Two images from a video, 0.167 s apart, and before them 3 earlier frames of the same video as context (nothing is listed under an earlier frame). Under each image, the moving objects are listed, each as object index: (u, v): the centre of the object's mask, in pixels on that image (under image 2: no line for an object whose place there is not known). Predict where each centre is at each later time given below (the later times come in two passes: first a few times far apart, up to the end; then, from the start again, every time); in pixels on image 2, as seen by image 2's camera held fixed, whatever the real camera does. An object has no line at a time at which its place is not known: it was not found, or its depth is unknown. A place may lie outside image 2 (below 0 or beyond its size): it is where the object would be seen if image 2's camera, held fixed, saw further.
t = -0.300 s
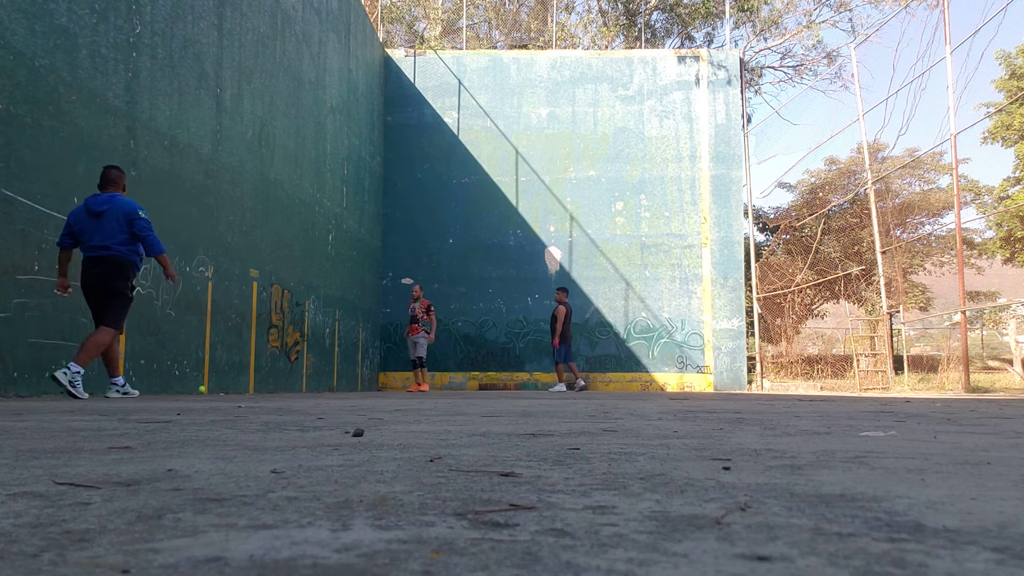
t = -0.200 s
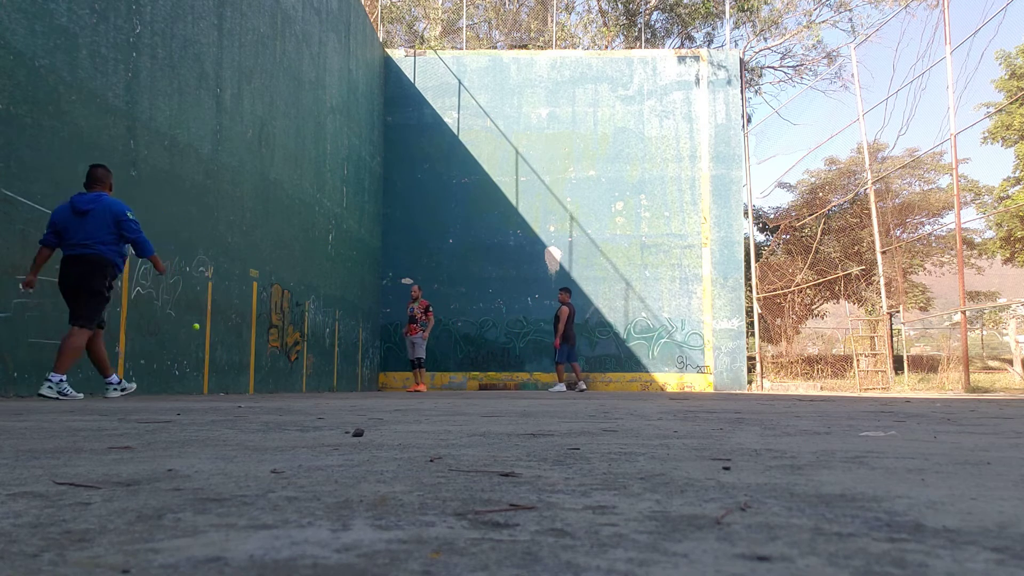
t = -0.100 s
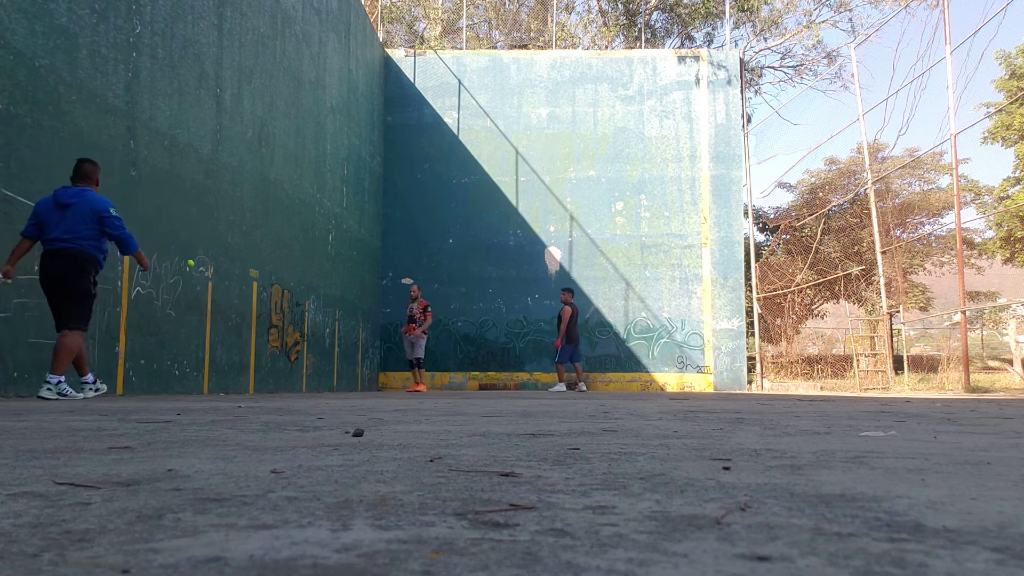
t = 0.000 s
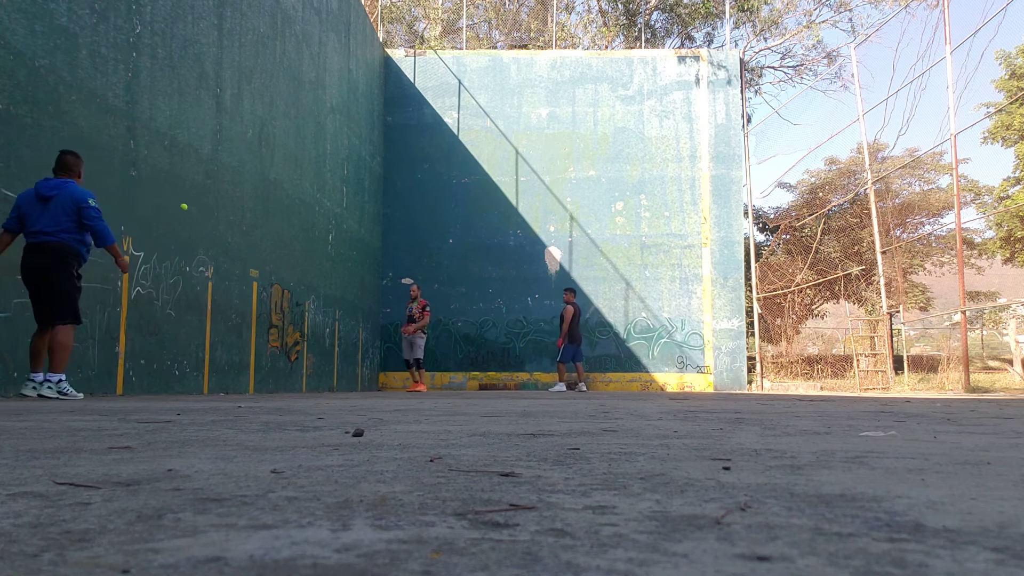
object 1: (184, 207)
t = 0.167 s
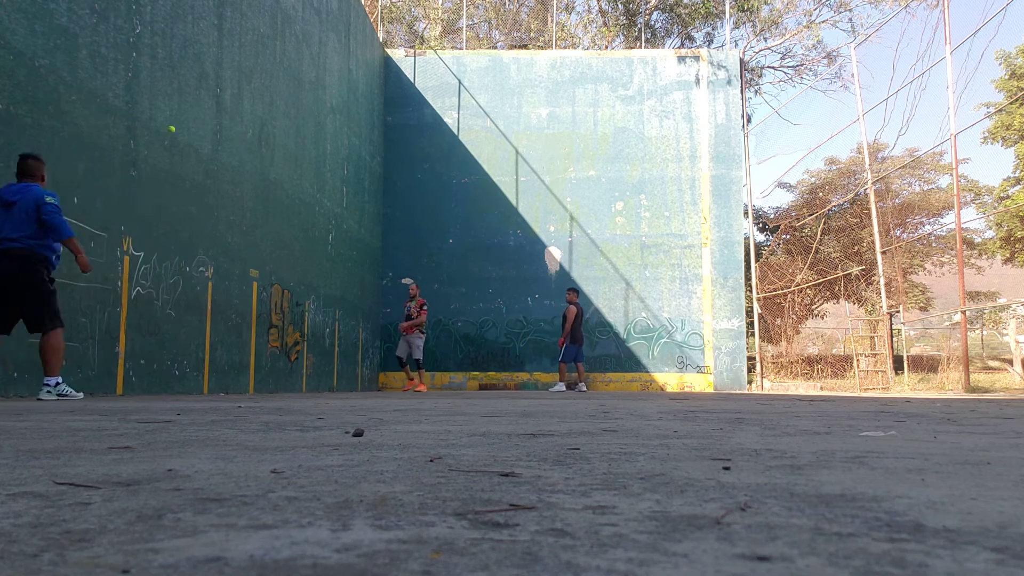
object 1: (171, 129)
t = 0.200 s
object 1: (168, 116)
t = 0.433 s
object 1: (147, 50)
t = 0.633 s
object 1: (124, 33)
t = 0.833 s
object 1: (96, 61)
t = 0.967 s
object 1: (75, 110)
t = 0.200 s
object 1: (168, 116)
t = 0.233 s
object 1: (166, 104)
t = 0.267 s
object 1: (163, 93)
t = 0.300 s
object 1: (159, 82)
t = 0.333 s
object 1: (157, 73)
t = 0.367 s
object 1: (153, 64)
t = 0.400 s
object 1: (150, 56)
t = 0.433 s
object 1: (147, 50)
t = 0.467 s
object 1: (143, 45)
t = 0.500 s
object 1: (140, 40)
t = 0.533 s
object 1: (136, 37)
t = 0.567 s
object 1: (132, 34)
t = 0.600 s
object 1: (128, 33)
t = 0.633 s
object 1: (124, 33)
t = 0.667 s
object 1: (119, 35)
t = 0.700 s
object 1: (115, 37)
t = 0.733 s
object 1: (111, 41)
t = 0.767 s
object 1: (106, 46)
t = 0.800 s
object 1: (102, 52)
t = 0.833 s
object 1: (96, 61)
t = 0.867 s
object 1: (91, 71)
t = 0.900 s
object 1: (86, 82)
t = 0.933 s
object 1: (81, 95)
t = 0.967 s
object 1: (75, 110)
